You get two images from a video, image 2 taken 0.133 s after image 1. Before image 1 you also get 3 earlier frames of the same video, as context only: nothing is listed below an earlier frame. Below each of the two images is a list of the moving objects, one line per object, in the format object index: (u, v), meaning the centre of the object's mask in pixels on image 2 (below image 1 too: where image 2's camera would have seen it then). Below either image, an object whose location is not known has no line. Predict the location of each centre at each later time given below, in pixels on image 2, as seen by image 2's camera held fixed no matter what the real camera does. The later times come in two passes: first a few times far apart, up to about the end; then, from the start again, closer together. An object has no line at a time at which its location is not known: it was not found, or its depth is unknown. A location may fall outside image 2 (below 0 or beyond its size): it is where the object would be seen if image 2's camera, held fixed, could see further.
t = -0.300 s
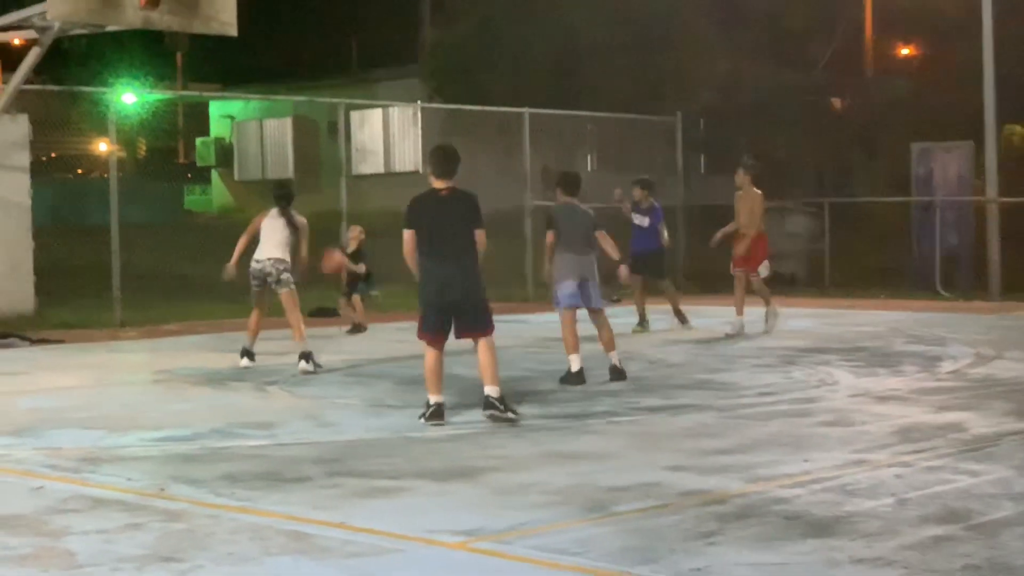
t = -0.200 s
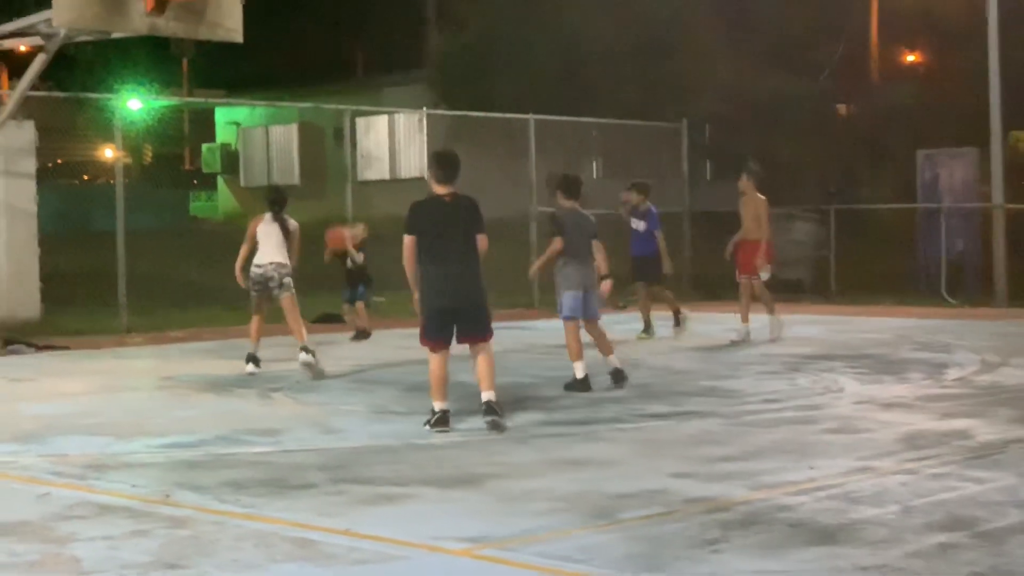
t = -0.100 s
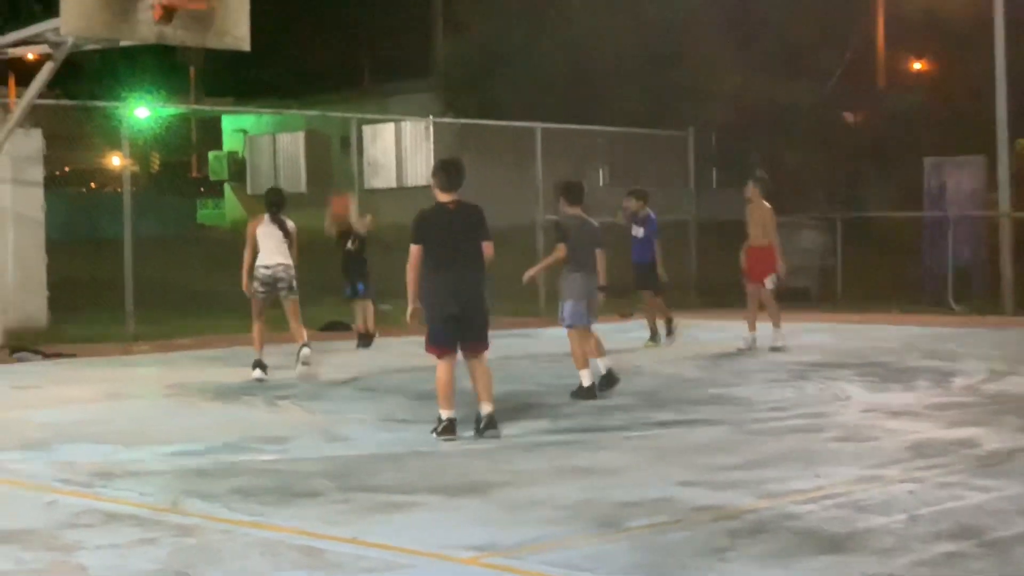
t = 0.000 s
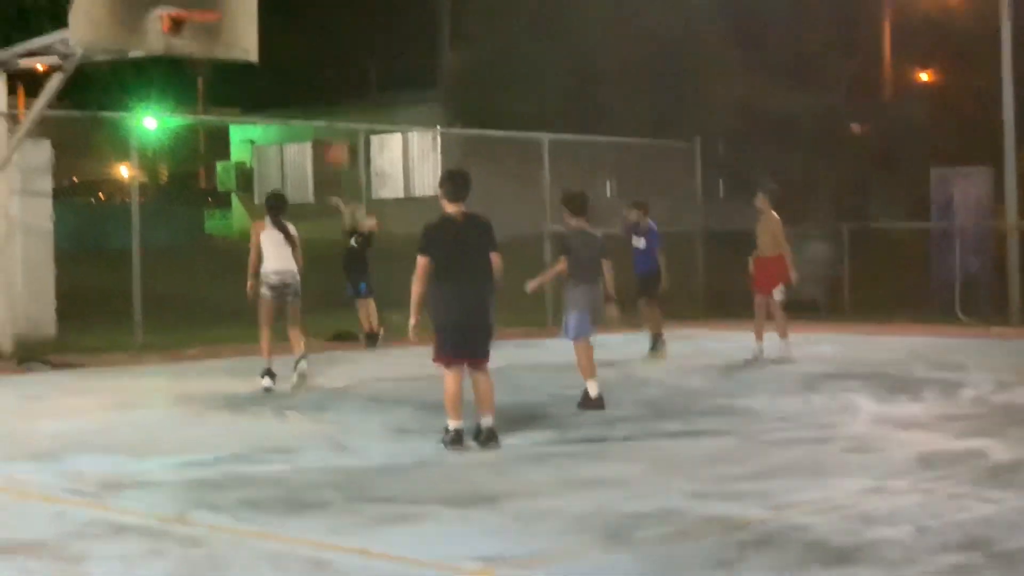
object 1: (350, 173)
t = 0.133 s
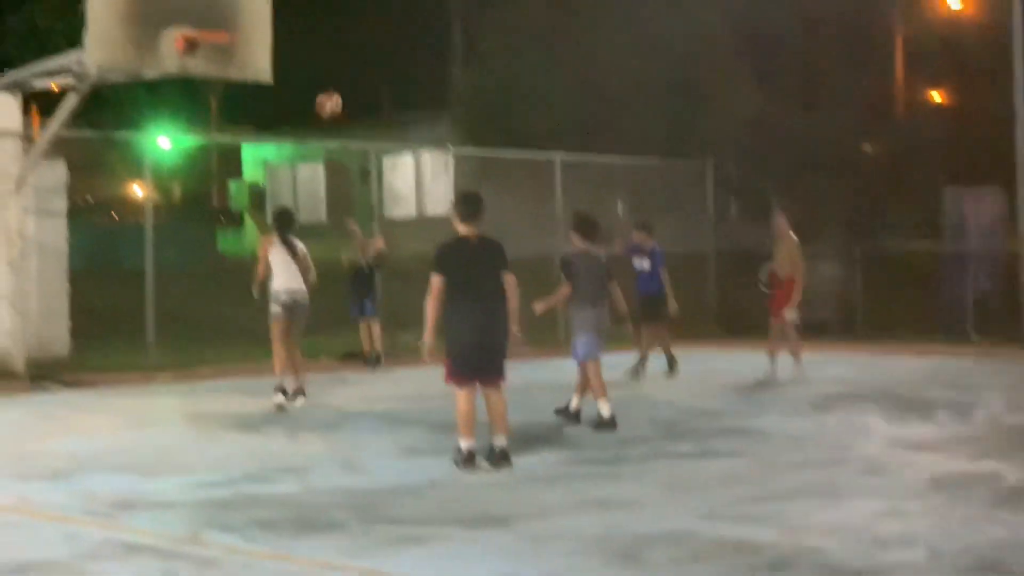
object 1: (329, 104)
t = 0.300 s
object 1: (304, 40)
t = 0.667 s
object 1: (248, 1)
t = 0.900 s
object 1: (216, 37)
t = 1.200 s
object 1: (199, 76)
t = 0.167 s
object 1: (323, 88)
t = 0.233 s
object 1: (314, 61)
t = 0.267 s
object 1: (309, 50)
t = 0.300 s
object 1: (304, 40)
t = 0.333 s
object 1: (298, 29)
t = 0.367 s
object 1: (294, 22)
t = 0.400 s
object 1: (290, 15)
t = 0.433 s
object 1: (285, 10)
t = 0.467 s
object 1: (280, 5)
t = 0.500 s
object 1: (275, 1)
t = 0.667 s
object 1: (248, 1)
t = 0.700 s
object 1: (243, 6)
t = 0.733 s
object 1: (236, 10)
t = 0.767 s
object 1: (231, 17)
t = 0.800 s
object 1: (226, 21)
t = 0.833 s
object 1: (223, 23)
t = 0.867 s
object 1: (222, 29)
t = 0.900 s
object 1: (216, 37)
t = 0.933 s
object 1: (212, 43)
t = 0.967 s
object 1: (207, 49)
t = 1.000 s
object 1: (204, 51)
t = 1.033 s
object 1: (202, 51)
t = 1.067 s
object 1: (201, 54)
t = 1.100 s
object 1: (200, 61)
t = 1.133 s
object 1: (199, 66)
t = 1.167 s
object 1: (199, 70)
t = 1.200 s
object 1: (199, 76)
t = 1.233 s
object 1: (198, 82)
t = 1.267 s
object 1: (199, 88)
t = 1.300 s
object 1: (200, 97)
